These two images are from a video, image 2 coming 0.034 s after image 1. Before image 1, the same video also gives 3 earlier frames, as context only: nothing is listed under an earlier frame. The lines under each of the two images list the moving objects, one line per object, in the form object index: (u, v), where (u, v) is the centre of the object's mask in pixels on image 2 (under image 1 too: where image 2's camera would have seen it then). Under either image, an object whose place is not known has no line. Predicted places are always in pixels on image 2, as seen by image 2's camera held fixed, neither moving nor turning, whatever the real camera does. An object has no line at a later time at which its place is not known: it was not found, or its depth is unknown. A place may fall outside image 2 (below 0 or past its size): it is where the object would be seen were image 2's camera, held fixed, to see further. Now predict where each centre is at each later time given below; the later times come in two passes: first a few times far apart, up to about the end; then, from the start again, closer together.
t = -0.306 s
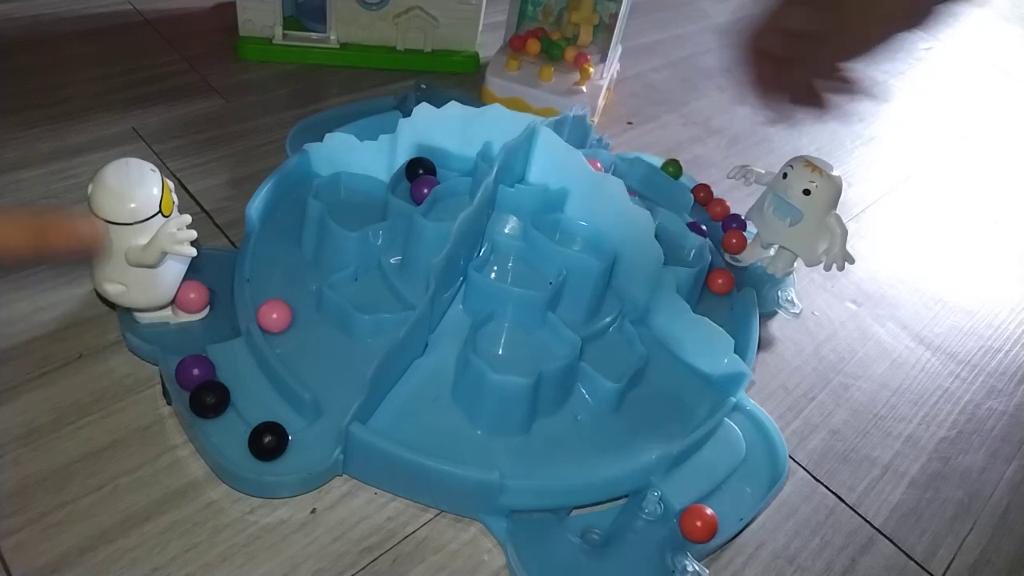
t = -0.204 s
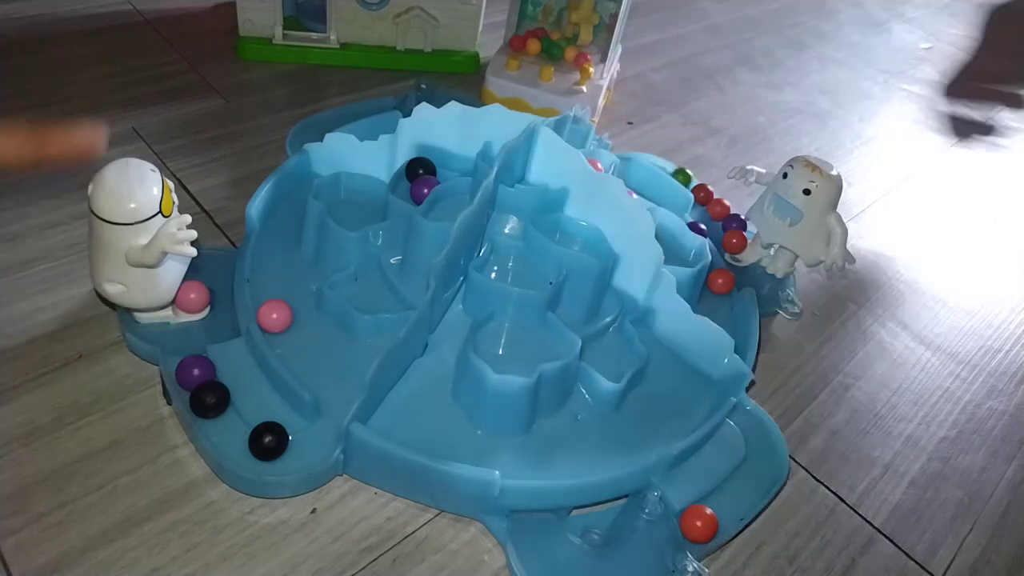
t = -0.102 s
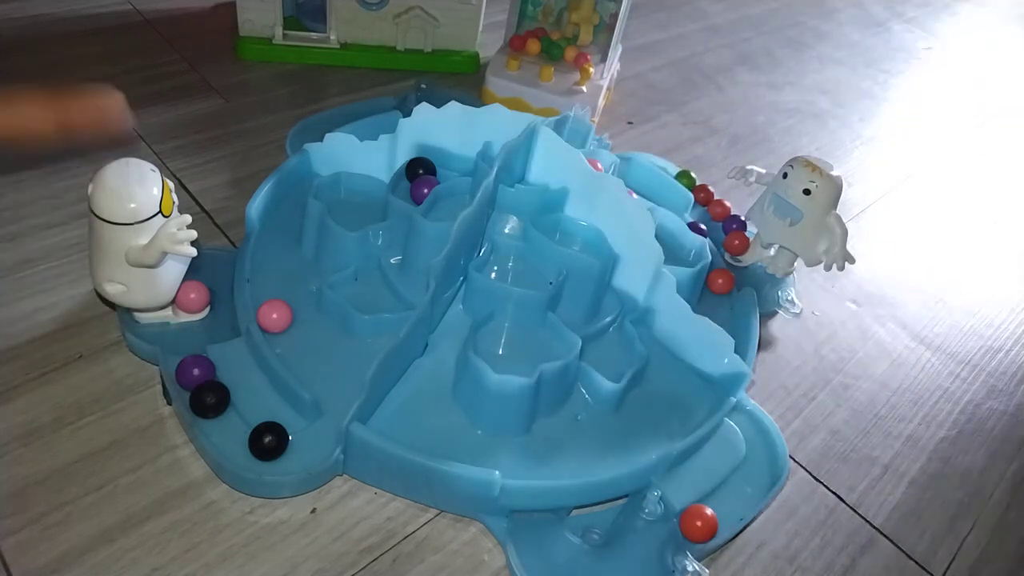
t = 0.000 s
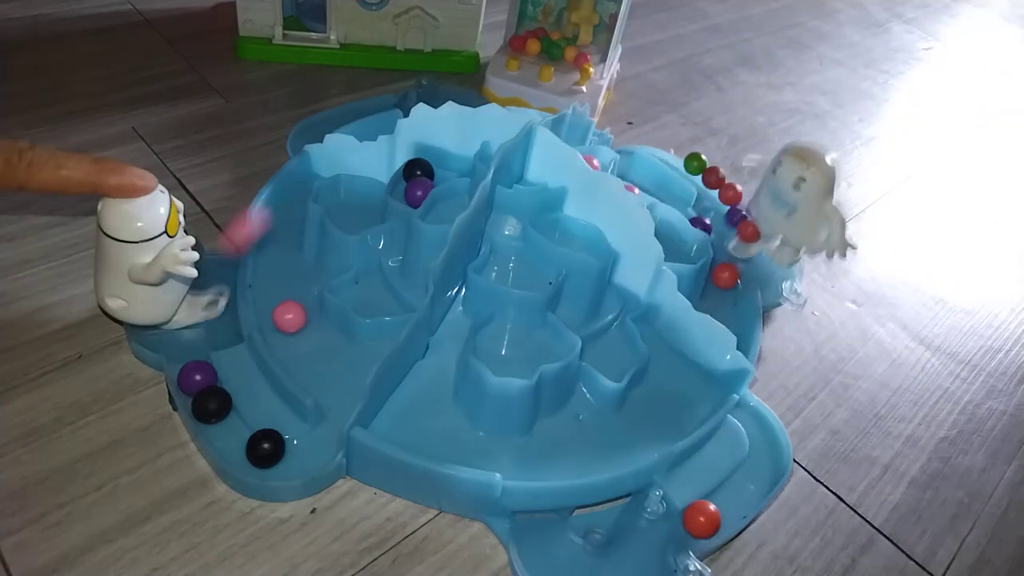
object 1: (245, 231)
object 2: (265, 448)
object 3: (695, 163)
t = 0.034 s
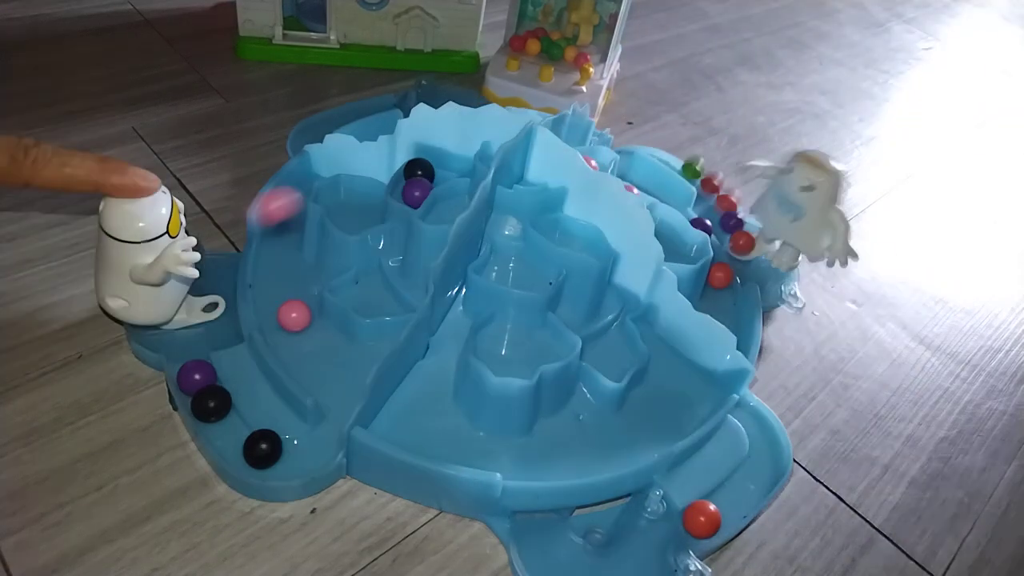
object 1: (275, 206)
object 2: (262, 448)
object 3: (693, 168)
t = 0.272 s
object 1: (362, 287)
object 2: (222, 423)
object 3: (694, 175)
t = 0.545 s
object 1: (363, 298)
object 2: (202, 392)
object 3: (694, 176)
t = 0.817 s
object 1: (364, 285)
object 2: (201, 385)
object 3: (694, 176)
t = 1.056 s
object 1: (370, 291)
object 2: (201, 386)
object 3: (694, 176)
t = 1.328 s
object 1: (370, 288)
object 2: (201, 378)
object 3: (692, 182)
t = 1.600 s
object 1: (376, 287)
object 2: (201, 378)
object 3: (692, 181)
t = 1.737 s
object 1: (375, 287)
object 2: (201, 378)
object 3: (692, 182)
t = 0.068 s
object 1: (305, 202)
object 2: (259, 448)
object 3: (691, 172)
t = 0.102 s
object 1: (333, 213)
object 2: (254, 447)
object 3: (691, 173)
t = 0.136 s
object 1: (353, 217)
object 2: (248, 445)
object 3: (691, 173)
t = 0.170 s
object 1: (374, 225)
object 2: (241, 441)
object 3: (692, 174)
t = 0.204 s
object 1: (390, 242)
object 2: (233, 438)
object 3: (692, 174)
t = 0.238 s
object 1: (377, 263)
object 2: (228, 431)
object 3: (693, 175)
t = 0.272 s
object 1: (362, 287)
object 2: (222, 423)
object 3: (694, 175)
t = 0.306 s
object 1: (367, 294)
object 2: (219, 417)
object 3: (694, 176)
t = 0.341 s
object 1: (381, 301)
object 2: (217, 414)
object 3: (694, 176)
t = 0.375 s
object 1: (387, 300)
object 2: (215, 409)
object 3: (694, 176)
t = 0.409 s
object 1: (383, 301)
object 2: (213, 405)
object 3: (694, 176)
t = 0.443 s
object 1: (379, 301)
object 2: (209, 401)
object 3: (694, 176)
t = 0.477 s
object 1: (374, 300)
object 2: (206, 398)
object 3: (694, 176)
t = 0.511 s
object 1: (368, 299)
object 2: (204, 395)
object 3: (694, 176)
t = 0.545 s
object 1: (363, 298)
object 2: (202, 392)
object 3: (694, 176)
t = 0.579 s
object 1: (361, 295)
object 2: (200, 390)
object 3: (694, 176)
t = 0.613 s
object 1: (359, 292)
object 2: (199, 388)
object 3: (694, 176)
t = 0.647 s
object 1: (358, 290)
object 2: (199, 387)
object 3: (694, 176)
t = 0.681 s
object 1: (359, 288)
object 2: (199, 386)
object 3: (694, 176)
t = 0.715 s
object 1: (359, 286)
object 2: (200, 386)
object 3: (694, 176)
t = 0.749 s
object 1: (359, 285)
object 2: (201, 385)
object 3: (694, 176)
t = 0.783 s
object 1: (361, 285)
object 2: (201, 385)
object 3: (694, 176)
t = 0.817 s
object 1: (364, 285)
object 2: (201, 385)
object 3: (694, 176)
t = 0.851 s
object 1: (367, 286)
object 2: (201, 385)
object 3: (694, 176)
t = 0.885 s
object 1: (369, 286)
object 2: (201, 385)
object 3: (694, 176)
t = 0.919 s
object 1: (373, 287)
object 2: (201, 386)
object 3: (694, 176)
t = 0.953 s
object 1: (374, 288)
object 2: (201, 386)
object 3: (694, 176)
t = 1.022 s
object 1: (372, 290)
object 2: (201, 386)
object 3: (694, 176)
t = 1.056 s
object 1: (370, 291)
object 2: (201, 386)
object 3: (694, 176)
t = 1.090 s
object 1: (368, 292)
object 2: (201, 386)
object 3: (694, 176)
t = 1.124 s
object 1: (367, 292)
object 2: (201, 386)
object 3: (694, 176)
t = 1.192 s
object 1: (365, 293)
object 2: (201, 385)
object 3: (694, 176)
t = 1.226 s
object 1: (365, 292)
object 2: (201, 383)
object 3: (694, 177)
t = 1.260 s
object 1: (366, 290)
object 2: (201, 380)
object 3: (693, 179)
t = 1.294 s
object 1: (368, 289)
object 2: (201, 378)
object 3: (692, 182)
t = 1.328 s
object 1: (370, 288)
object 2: (201, 378)
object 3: (692, 182)
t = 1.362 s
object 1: (373, 287)
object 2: (201, 378)
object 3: (692, 181)
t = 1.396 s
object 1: (376, 285)
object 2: (201, 378)
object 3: (692, 182)
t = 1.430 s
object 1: (378, 284)
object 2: (201, 378)
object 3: (692, 181)
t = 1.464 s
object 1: (378, 284)
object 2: (201, 378)
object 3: (692, 181)
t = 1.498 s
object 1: (378, 284)
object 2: (201, 378)
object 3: (692, 182)
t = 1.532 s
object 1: (377, 285)
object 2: (201, 378)
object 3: (692, 181)
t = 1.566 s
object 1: (377, 286)
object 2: (201, 378)
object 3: (692, 181)
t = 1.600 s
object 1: (376, 287)
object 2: (201, 378)
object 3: (692, 181)
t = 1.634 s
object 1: (375, 287)
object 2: (201, 378)
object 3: (692, 181)
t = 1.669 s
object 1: (375, 287)
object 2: (201, 378)
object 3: (692, 182)
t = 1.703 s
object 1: (375, 287)
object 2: (201, 378)
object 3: (692, 181)
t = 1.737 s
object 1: (375, 287)
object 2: (201, 378)
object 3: (692, 182)
